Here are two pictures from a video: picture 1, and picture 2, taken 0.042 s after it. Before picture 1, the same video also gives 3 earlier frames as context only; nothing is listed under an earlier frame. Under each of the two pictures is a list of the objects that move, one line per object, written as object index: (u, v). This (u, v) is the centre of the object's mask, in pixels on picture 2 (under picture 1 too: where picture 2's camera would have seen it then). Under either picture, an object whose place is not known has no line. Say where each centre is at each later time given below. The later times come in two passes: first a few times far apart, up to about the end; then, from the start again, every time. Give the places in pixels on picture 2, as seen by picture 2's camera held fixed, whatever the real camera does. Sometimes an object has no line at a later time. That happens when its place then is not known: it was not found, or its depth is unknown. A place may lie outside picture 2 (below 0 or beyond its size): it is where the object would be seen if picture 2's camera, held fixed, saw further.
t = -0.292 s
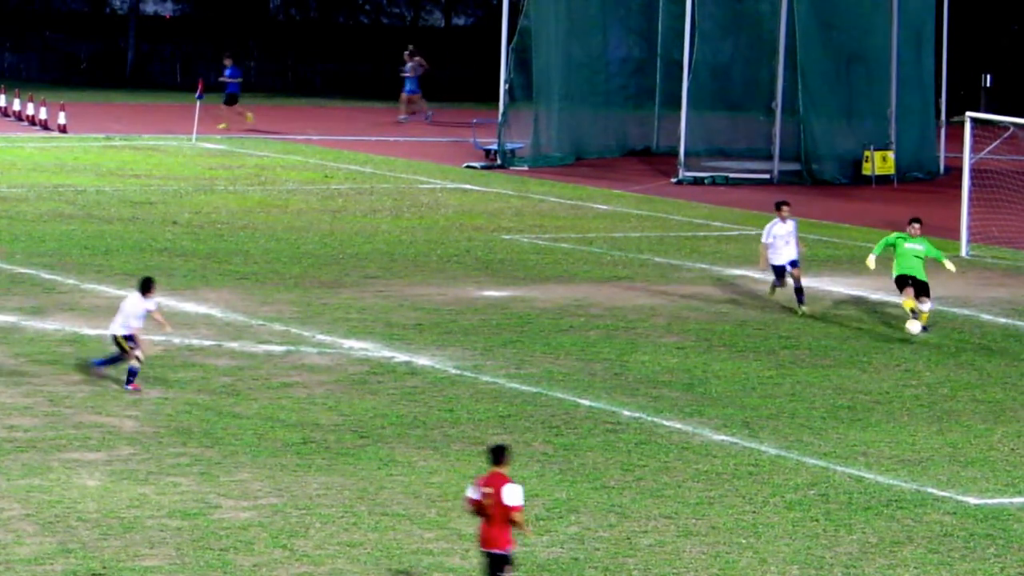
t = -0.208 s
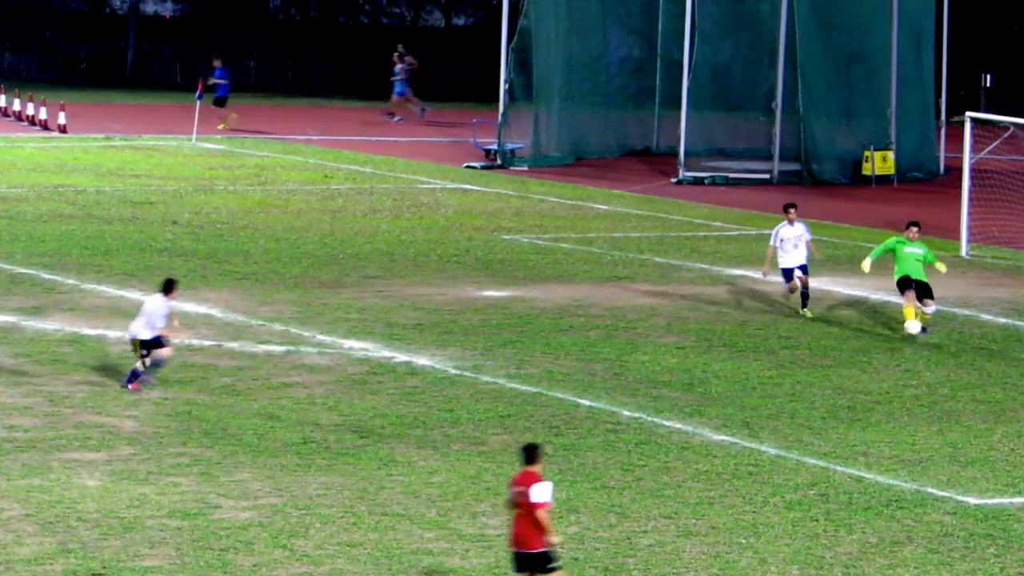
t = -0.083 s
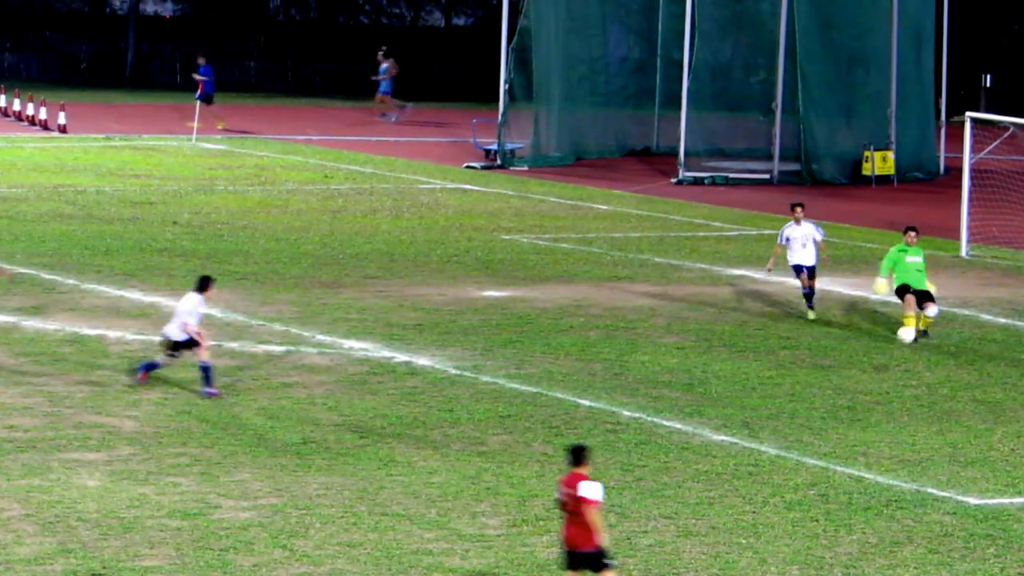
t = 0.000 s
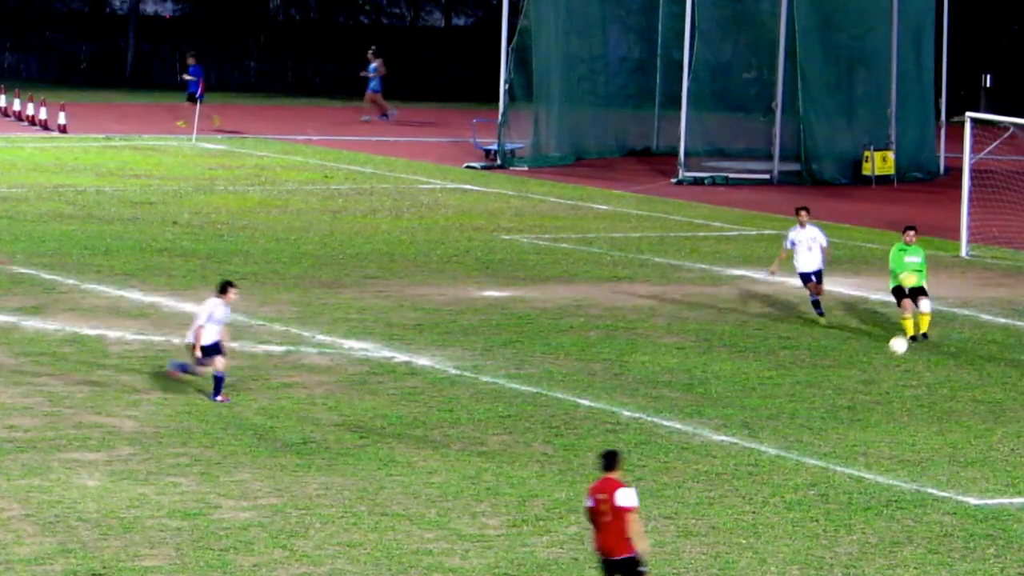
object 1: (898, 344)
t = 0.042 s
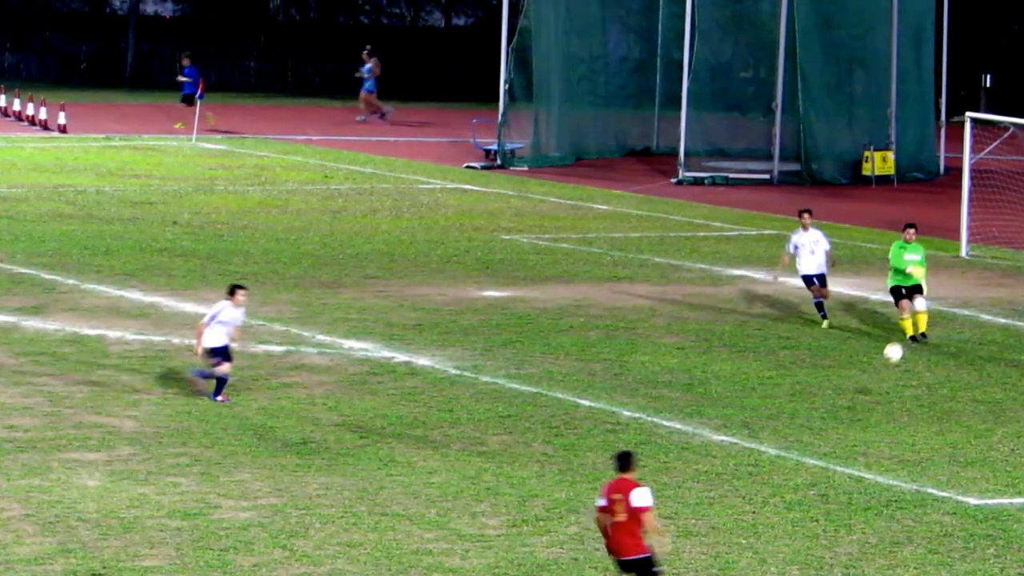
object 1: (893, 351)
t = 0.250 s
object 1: (858, 406)
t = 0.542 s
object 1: (793, 463)
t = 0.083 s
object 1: (888, 360)
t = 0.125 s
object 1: (882, 369)
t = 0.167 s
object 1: (874, 381)
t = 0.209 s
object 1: (867, 393)
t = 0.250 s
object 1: (858, 406)
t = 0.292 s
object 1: (849, 422)
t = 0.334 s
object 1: (839, 439)
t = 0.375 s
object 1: (829, 457)
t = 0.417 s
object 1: (818, 467)
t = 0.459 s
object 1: (810, 463)
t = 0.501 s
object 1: (802, 463)
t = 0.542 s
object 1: (793, 463)
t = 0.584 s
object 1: (782, 467)
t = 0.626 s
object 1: (773, 471)
